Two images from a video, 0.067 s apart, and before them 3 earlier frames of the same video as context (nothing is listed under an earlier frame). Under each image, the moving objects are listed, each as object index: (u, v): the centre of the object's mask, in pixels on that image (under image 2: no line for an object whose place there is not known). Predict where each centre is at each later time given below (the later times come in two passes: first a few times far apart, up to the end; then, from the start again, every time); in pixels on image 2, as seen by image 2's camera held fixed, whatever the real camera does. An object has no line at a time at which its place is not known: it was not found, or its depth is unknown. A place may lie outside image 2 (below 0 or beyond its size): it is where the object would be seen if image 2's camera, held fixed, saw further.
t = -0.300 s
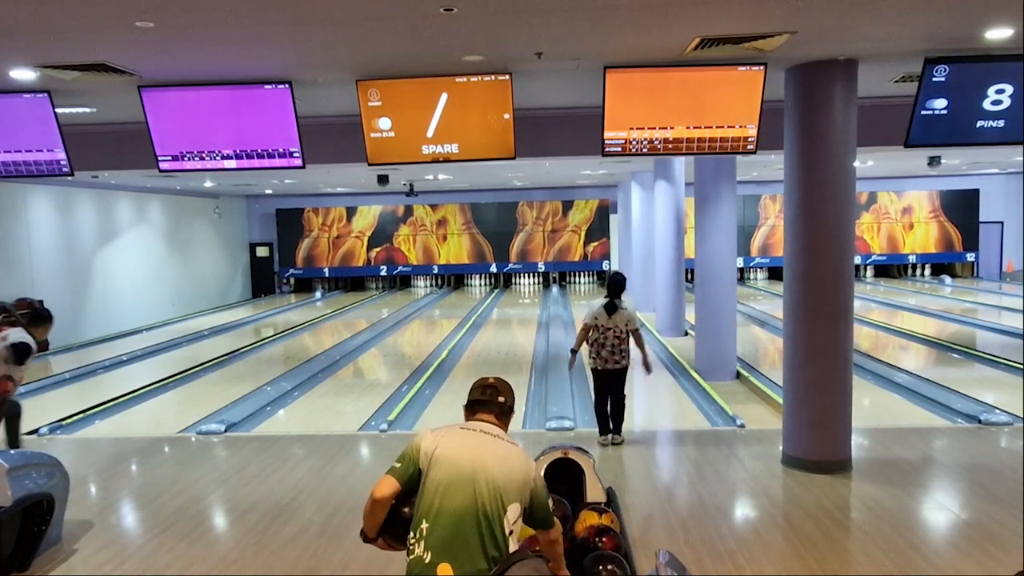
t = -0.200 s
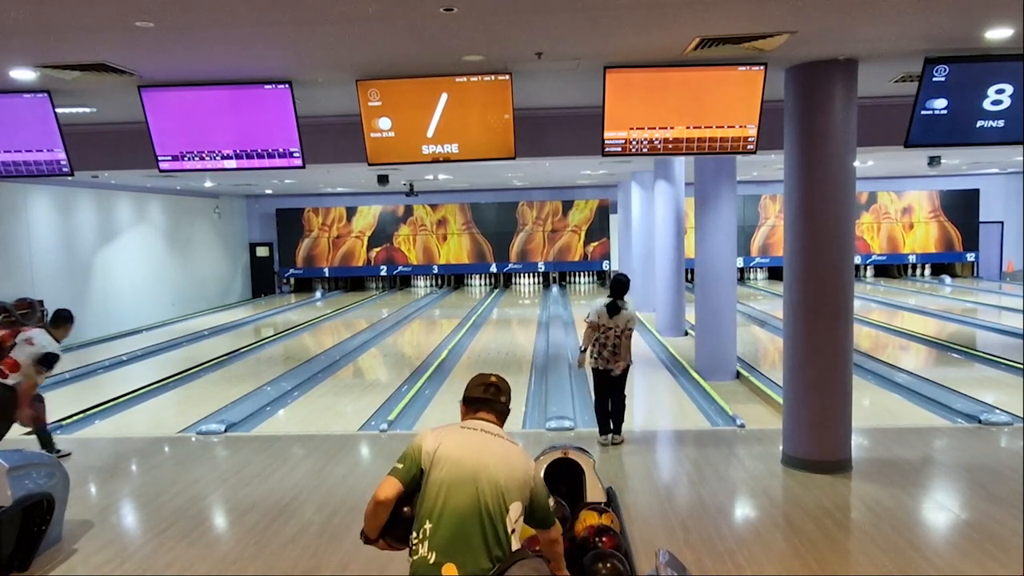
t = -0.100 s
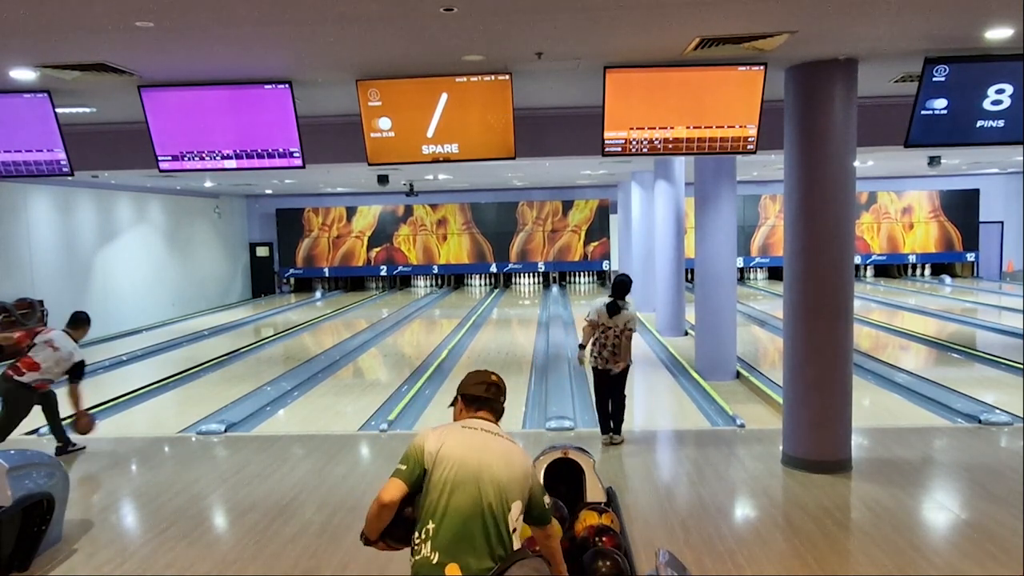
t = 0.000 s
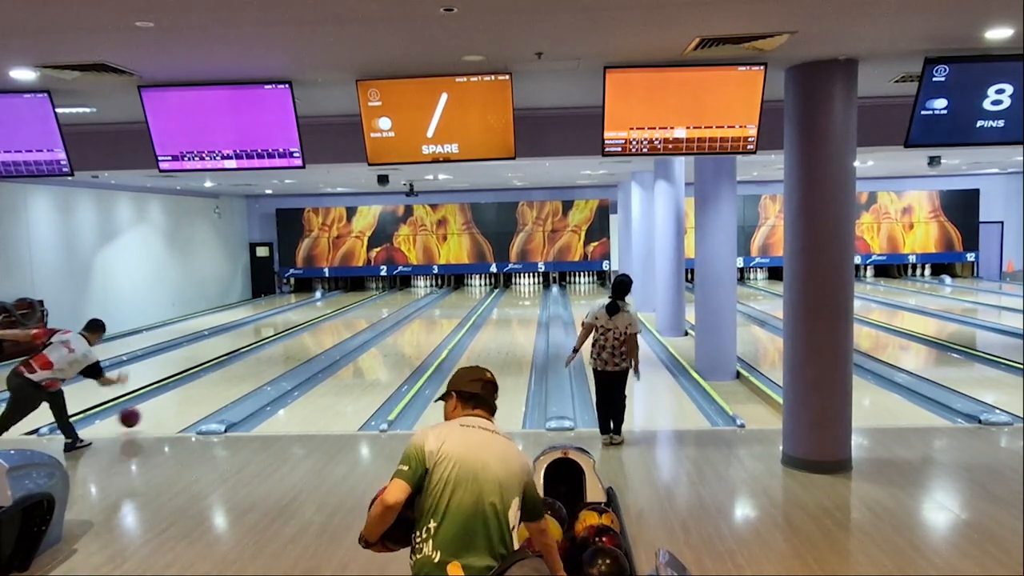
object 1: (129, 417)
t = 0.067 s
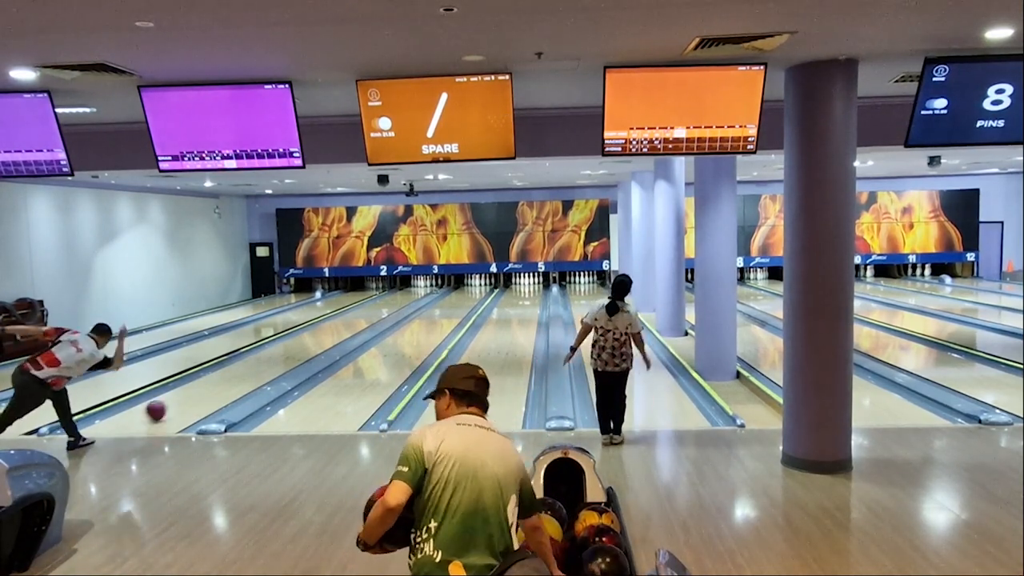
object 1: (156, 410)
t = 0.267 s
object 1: (217, 383)
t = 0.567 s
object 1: (282, 355)
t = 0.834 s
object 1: (322, 337)
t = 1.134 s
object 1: (355, 322)
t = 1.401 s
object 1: (377, 312)
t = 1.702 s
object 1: (396, 303)
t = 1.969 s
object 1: (409, 297)
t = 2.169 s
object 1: (416, 293)
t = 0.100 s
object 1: (167, 405)
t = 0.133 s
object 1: (179, 401)
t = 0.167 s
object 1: (189, 396)
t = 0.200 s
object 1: (199, 392)
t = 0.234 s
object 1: (209, 387)
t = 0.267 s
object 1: (217, 383)
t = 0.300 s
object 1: (226, 380)
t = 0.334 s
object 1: (234, 376)
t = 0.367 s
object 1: (242, 373)
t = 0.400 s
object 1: (249, 369)
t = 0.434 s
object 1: (256, 366)
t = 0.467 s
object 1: (263, 364)
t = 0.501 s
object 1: (270, 361)
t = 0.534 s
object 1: (276, 358)
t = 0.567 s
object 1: (282, 355)
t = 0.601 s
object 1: (287, 353)
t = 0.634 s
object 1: (293, 350)
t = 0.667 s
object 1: (298, 348)
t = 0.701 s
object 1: (303, 346)
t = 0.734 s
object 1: (308, 343)
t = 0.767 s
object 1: (313, 341)
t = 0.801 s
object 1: (317, 339)
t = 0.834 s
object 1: (322, 337)
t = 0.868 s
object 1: (326, 335)
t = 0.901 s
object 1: (330, 334)
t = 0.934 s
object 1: (334, 332)
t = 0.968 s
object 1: (338, 330)
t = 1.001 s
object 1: (341, 328)
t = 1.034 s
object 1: (345, 327)
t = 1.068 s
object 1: (348, 325)
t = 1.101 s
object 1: (351, 324)
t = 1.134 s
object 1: (355, 322)
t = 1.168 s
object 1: (358, 321)
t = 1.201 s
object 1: (361, 319)
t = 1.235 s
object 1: (364, 318)
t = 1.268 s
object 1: (367, 317)
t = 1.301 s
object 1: (369, 316)
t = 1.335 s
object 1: (372, 315)
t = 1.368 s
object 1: (374, 313)
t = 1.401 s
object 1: (377, 312)
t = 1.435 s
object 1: (379, 311)
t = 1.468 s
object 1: (382, 310)
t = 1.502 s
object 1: (384, 309)
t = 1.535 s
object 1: (386, 308)
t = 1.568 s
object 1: (388, 307)
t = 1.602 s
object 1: (390, 306)
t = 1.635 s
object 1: (392, 305)
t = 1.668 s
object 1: (394, 305)
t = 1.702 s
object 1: (396, 303)
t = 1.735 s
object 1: (398, 302)
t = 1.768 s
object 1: (399, 302)
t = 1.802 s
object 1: (401, 301)
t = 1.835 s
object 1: (403, 300)
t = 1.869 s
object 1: (404, 299)
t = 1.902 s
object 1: (406, 298)
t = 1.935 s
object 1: (407, 298)
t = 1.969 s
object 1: (409, 297)
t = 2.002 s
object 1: (410, 297)
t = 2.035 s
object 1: (411, 296)
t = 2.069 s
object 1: (413, 295)
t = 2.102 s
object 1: (414, 295)
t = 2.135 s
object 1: (414, 294)
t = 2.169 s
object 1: (416, 293)
